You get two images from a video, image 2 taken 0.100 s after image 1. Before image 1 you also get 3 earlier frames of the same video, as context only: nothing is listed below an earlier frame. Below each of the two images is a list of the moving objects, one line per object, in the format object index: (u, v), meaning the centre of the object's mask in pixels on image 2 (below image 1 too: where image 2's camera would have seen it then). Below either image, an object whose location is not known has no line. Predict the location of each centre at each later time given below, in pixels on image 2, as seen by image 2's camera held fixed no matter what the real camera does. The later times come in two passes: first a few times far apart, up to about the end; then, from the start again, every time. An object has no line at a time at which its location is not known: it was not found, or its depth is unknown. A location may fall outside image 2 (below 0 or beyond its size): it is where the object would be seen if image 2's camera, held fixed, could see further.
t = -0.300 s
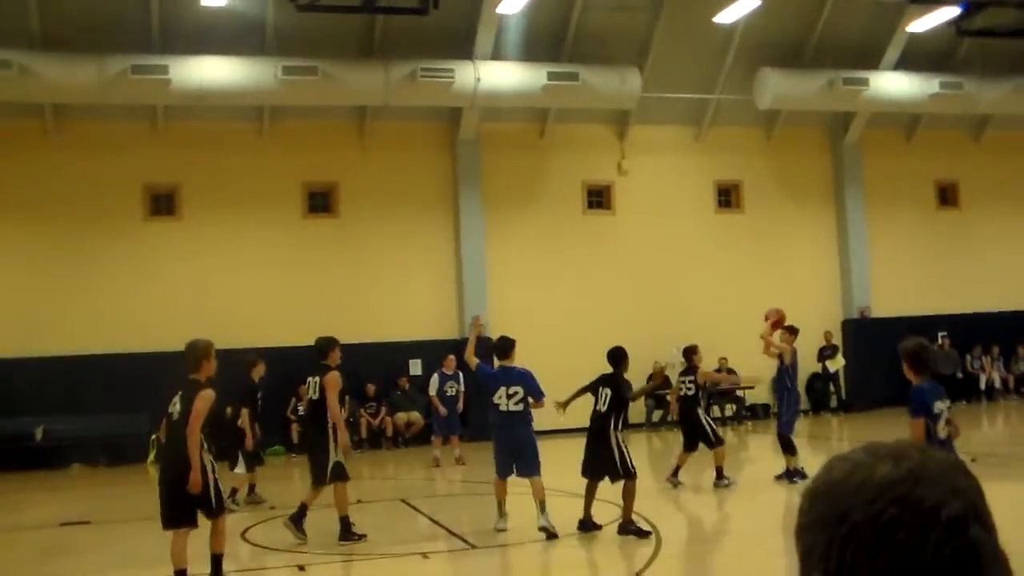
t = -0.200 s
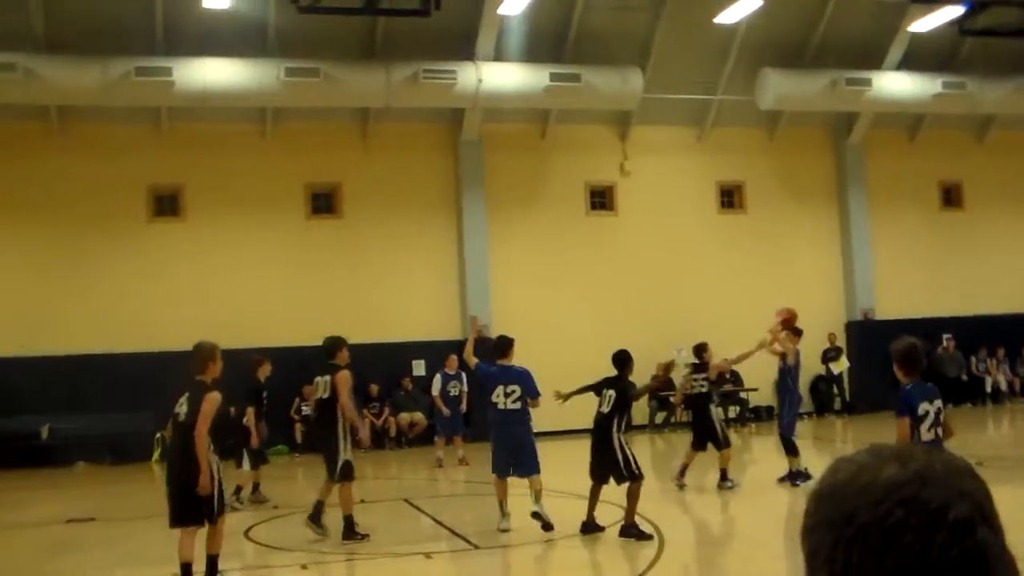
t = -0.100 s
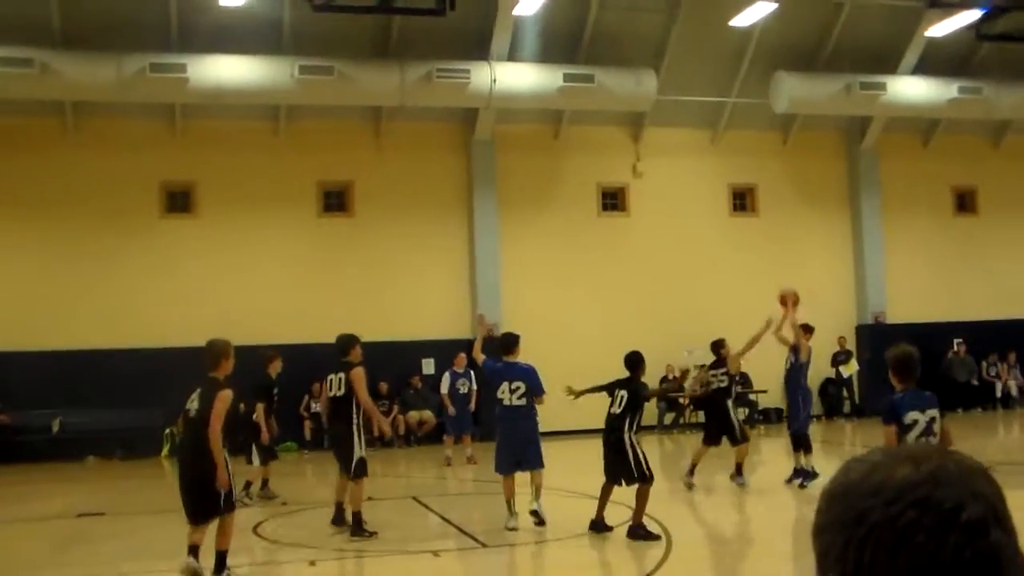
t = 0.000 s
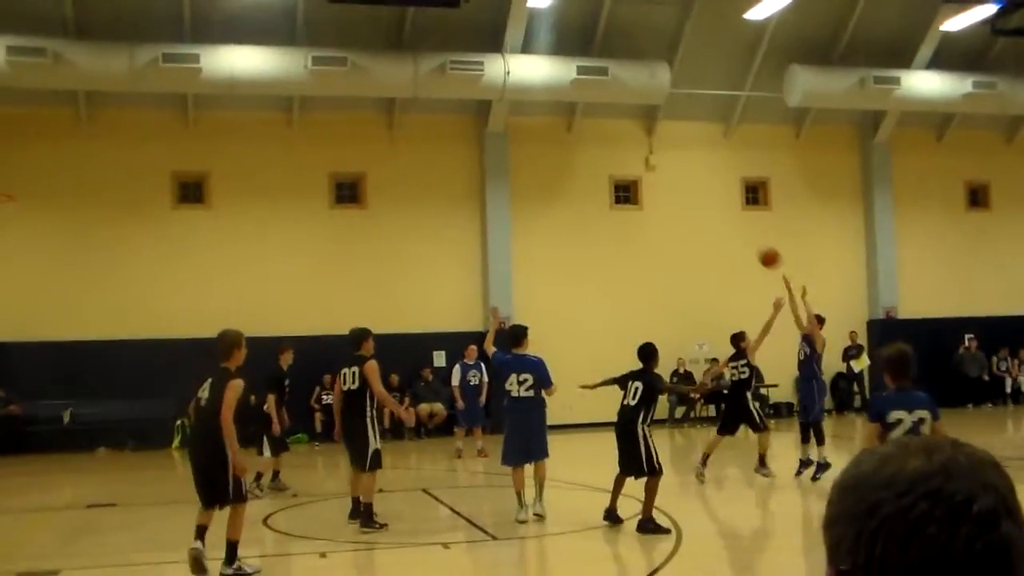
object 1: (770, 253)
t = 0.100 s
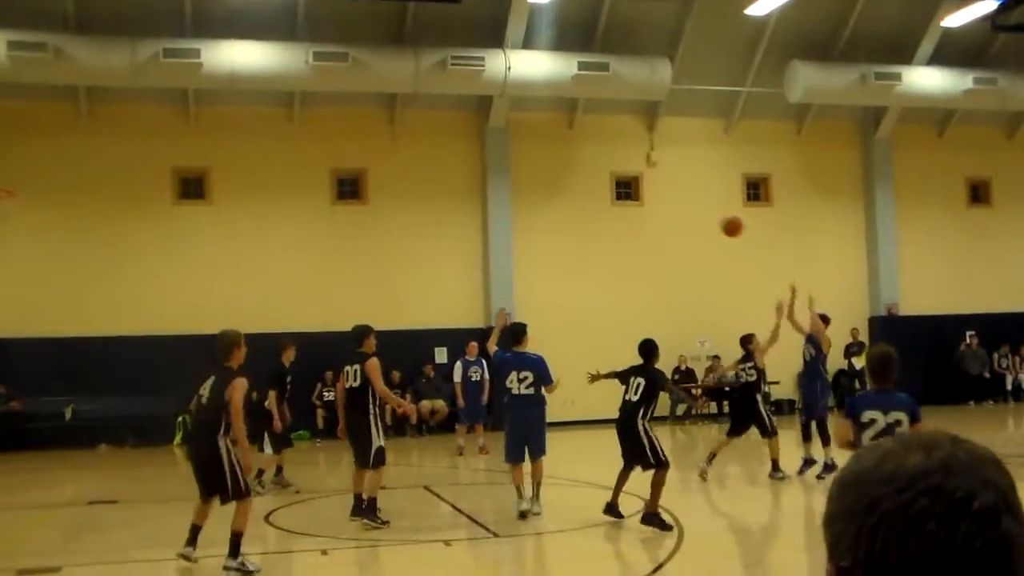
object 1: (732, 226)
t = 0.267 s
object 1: (666, 198)
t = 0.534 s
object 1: (559, 206)
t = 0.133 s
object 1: (719, 219)
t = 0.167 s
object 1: (705, 212)
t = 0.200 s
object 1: (692, 206)
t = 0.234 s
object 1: (679, 202)
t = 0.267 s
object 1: (666, 198)
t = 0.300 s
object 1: (653, 196)
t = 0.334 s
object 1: (640, 194)
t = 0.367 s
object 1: (628, 193)
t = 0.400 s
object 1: (613, 193)
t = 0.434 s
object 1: (600, 196)
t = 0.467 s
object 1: (586, 198)
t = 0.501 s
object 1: (573, 202)
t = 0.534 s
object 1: (559, 206)
